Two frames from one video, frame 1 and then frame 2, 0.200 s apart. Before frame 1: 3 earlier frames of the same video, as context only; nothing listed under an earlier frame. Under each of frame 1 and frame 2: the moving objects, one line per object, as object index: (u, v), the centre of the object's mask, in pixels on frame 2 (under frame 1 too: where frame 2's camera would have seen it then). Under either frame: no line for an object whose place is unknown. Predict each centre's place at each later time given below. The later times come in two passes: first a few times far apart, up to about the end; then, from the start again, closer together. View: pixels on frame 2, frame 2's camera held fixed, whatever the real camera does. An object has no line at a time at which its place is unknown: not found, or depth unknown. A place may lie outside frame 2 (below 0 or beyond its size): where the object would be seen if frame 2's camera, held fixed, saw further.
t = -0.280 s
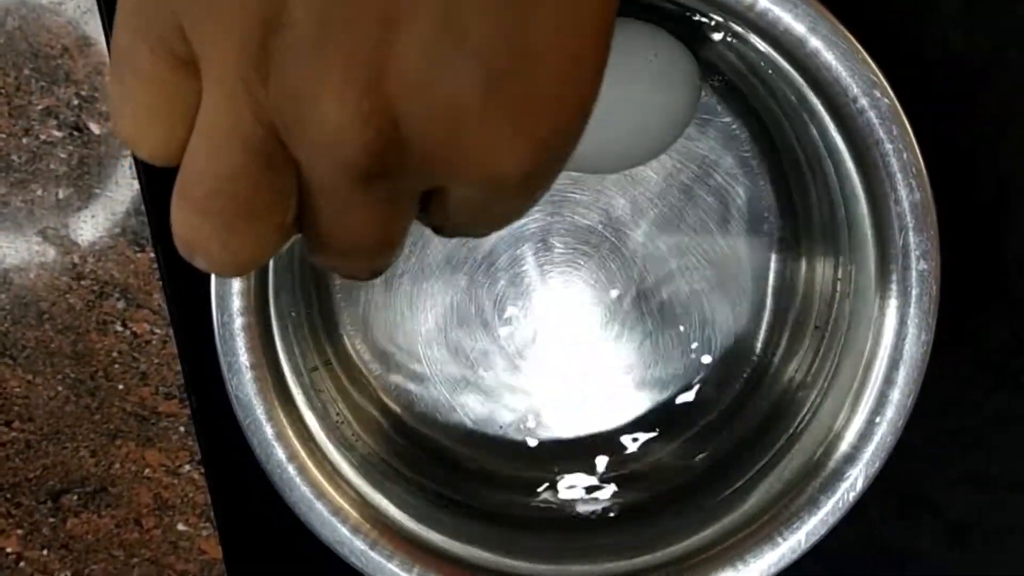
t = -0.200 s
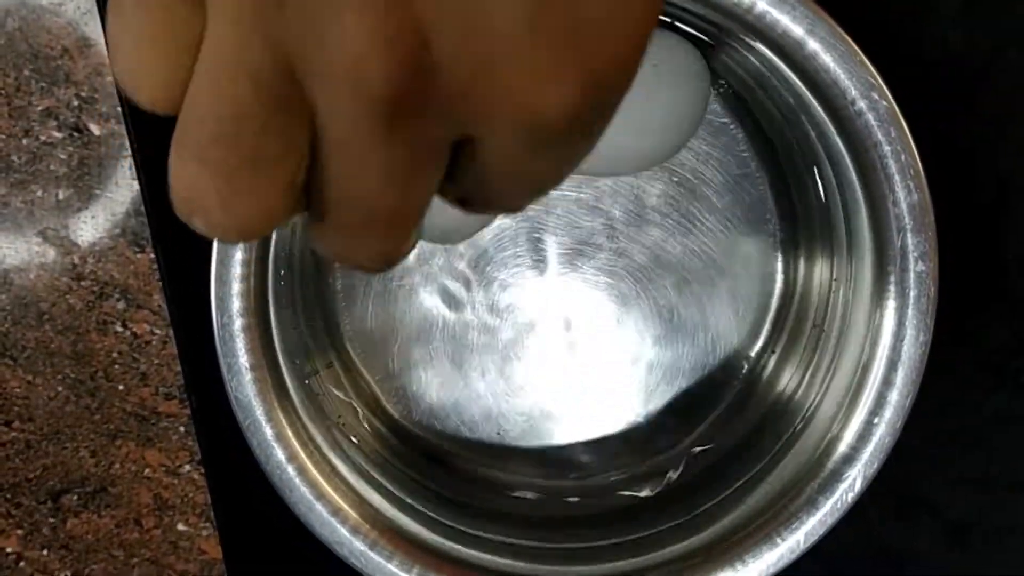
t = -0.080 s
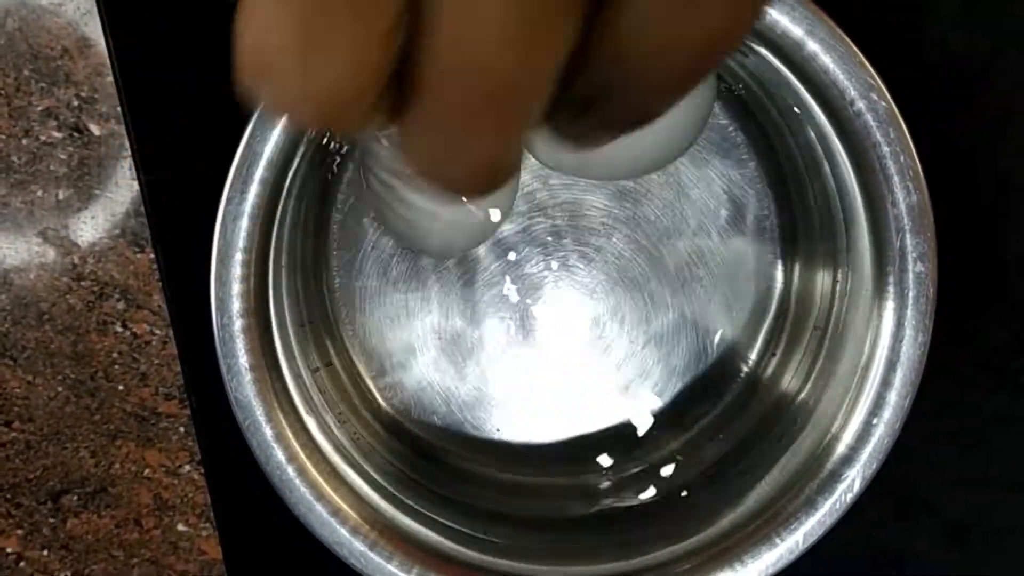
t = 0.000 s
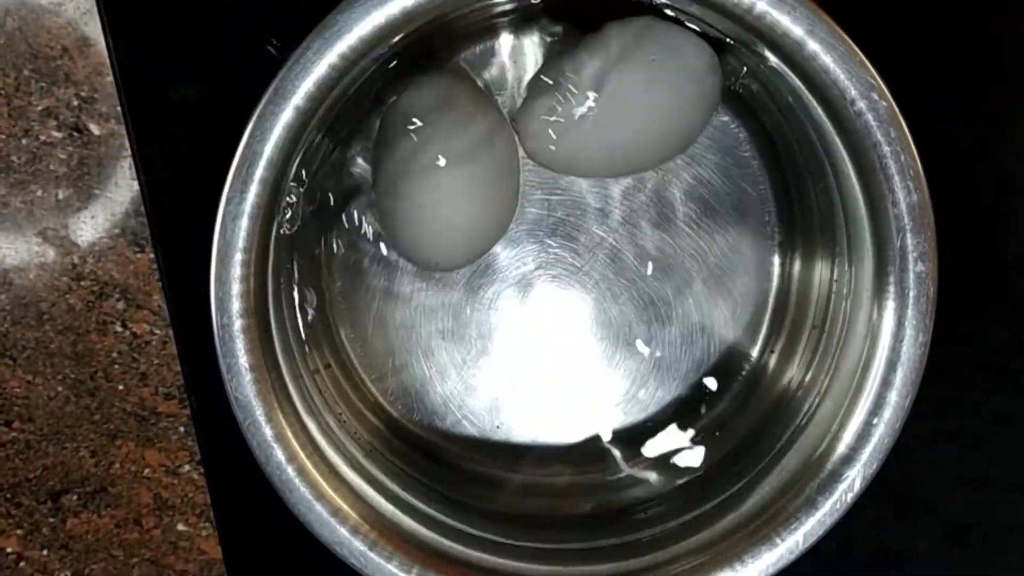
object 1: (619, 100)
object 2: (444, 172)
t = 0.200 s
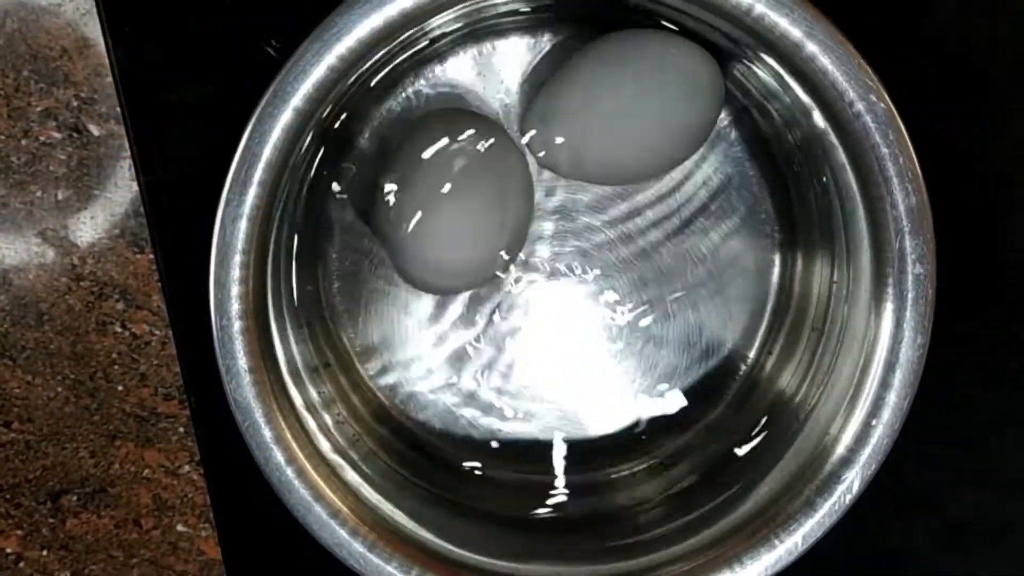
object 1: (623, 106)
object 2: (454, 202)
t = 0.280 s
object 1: (625, 109)
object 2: (452, 204)
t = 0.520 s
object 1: (629, 98)
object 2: (460, 218)
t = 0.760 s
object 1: (630, 104)
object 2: (465, 225)
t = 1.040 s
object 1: (628, 106)
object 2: (472, 221)
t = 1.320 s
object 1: (626, 102)
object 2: (478, 210)
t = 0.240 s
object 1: (625, 108)
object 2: (452, 204)
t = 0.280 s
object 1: (625, 109)
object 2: (452, 204)
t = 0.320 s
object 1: (627, 109)
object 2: (454, 205)
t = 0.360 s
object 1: (630, 97)
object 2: (455, 208)
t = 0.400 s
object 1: (629, 97)
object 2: (457, 209)
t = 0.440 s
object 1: (628, 98)
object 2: (457, 213)
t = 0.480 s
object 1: (629, 99)
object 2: (459, 216)
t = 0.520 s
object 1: (629, 98)
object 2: (460, 218)
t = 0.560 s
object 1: (631, 100)
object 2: (459, 217)
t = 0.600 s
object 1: (629, 100)
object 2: (460, 220)
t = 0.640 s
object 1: (628, 102)
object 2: (463, 226)
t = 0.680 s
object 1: (629, 107)
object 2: (463, 227)
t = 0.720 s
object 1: (629, 102)
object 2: (464, 226)
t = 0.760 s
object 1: (630, 104)
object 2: (465, 225)
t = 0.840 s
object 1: (629, 104)
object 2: (466, 223)
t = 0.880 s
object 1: (628, 104)
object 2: (468, 223)
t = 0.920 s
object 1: (628, 104)
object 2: (469, 222)
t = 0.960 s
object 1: (629, 104)
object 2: (470, 222)
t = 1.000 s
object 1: (628, 105)
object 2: (470, 221)
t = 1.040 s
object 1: (628, 106)
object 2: (472, 221)
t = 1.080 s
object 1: (628, 106)
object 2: (474, 220)
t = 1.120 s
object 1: (627, 106)
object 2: (474, 219)
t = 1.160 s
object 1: (626, 107)
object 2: (475, 216)
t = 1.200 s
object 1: (627, 107)
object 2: (477, 216)
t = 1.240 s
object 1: (626, 104)
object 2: (479, 214)
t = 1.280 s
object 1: (625, 103)
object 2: (479, 212)
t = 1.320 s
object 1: (626, 102)
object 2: (478, 210)
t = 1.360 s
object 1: (626, 113)
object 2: (475, 208)
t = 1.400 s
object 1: (625, 102)
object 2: (479, 210)
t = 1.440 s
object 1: (626, 101)
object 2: (480, 210)
